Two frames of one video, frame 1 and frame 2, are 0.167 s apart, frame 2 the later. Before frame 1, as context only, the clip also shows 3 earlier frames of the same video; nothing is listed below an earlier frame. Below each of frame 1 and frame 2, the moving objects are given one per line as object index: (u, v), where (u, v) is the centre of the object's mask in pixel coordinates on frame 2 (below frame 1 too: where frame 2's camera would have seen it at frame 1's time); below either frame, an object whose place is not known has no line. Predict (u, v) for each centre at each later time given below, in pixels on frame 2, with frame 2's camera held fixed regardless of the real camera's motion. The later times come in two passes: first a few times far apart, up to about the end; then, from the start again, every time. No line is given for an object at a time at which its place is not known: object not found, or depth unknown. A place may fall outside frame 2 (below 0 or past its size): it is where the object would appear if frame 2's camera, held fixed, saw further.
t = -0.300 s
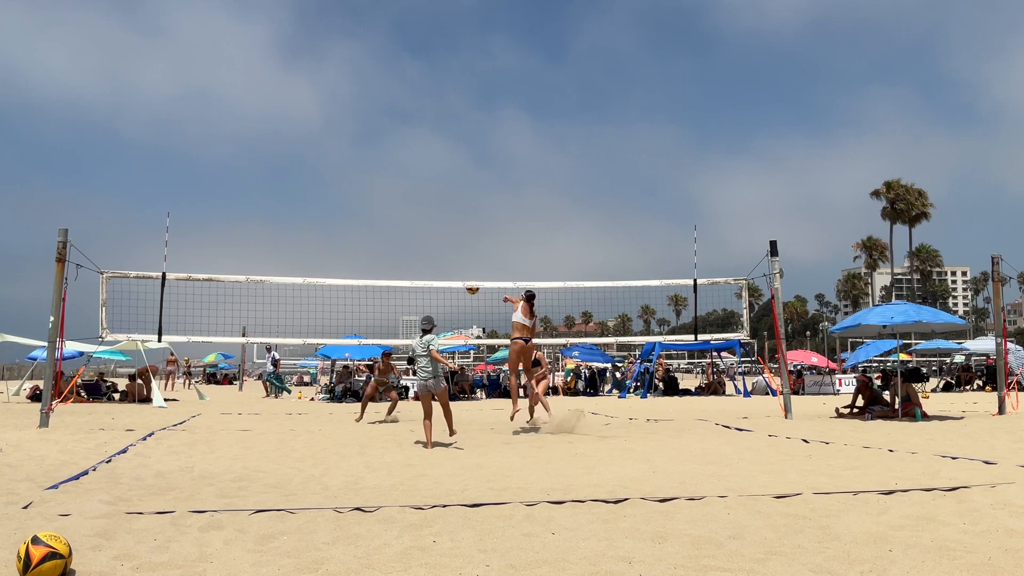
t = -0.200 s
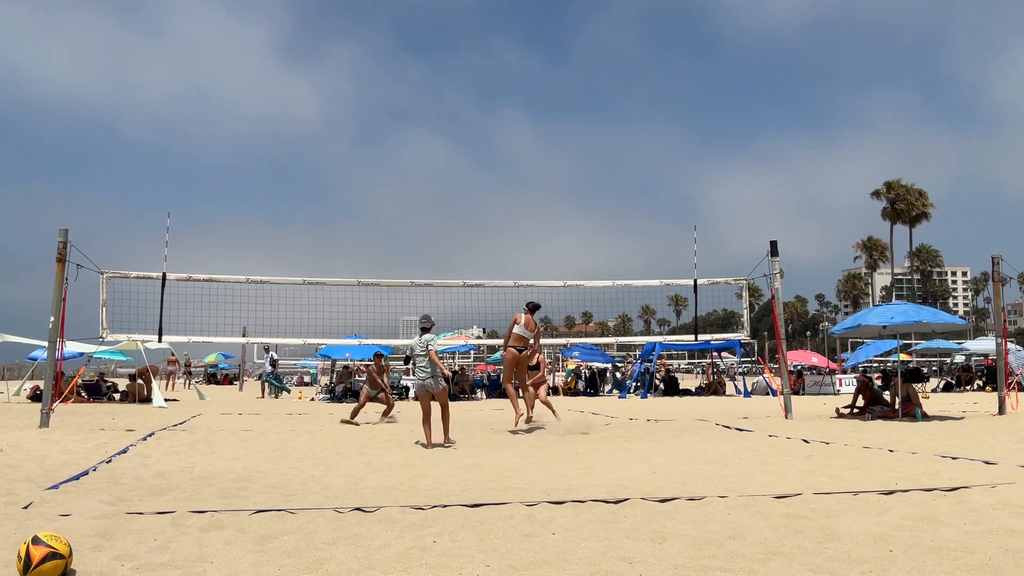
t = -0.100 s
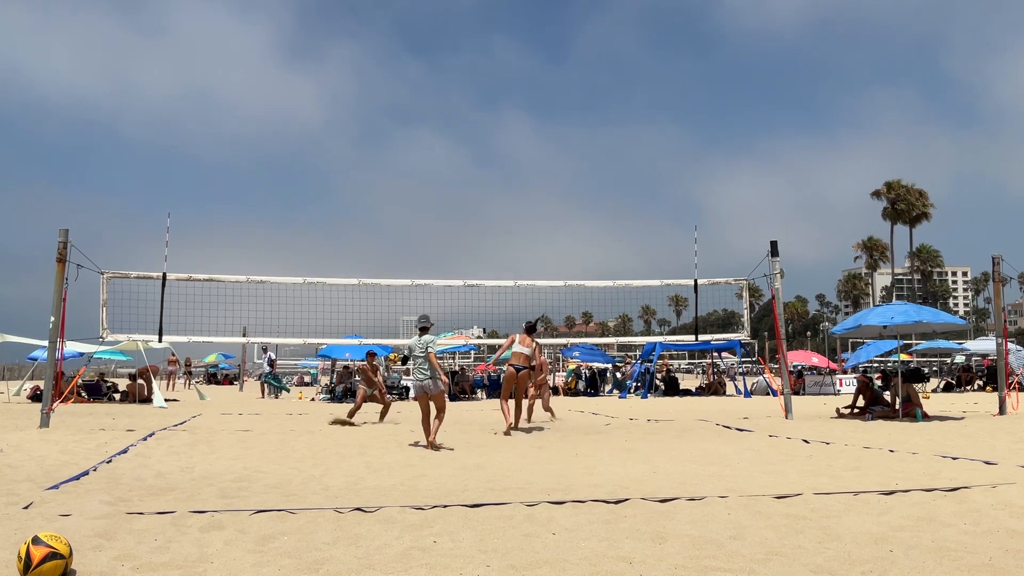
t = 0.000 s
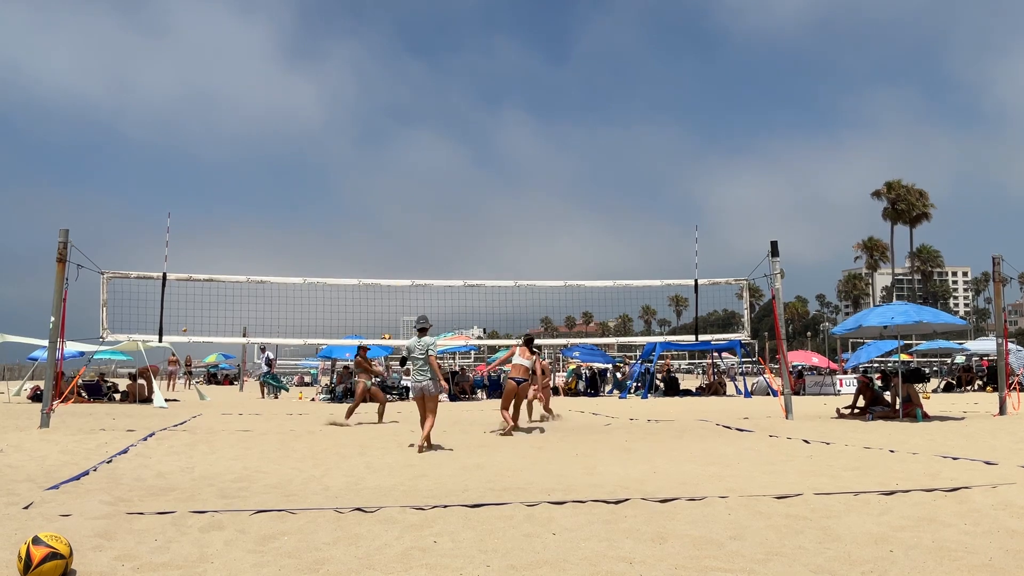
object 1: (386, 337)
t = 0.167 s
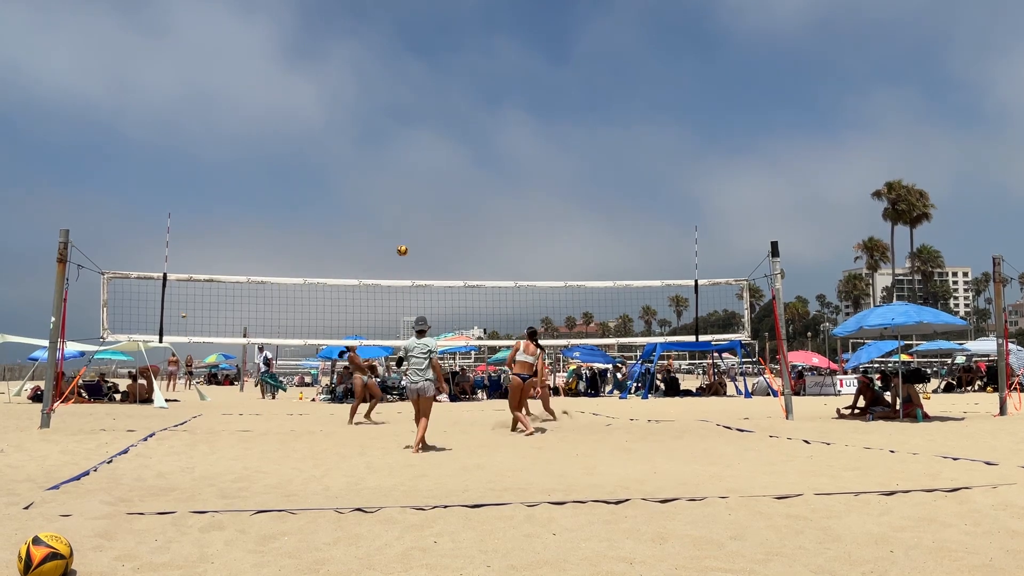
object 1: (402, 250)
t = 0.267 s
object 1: (411, 204)
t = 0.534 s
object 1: (433, 108)
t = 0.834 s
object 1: (458, 43)
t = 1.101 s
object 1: (481, 23)
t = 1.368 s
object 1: (506, 37)
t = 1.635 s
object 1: (531, 85)
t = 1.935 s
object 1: (562, 180)
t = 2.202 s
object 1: (593, 300)
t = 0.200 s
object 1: (405, 234)
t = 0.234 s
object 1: (408, 219)
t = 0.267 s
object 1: (411, 204)
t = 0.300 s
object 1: (414, 190)
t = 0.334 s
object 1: (416, 177)
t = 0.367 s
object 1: (420, 164)
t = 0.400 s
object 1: (422, 152)
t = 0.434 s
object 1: (425, 140)
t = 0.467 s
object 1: (428, 129)
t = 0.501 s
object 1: (430, 118)
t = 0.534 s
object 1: (433, 108)
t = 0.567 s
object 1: (436, 99)
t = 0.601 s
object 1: (439, 90)
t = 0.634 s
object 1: (441, 82)
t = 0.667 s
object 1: (444, 74)
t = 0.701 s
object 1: (447, 67)
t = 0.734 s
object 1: (450, 60)
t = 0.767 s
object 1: (453, 54)
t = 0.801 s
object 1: (456, 48)
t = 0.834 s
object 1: (458, 43)
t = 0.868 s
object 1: (461, 39)
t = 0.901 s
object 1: (464, 35)
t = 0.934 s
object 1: (467, 32)
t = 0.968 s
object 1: (470, 29)
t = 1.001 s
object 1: (472, 27)
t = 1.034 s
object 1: (476, 25)
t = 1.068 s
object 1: (478, 23)
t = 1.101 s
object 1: (481, 23)
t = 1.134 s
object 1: (484, 23)
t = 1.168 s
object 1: (487, 23)
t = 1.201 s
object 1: (490, 24)
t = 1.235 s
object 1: (493, 26)
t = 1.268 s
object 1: (496, 28)
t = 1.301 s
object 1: (499, 30)
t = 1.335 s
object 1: (502, 33)
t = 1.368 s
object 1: (506, 37)
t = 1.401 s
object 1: (508, 41)
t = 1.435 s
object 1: (512, 46)
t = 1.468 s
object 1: (514, 51)
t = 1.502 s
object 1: (518, 57)
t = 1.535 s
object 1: (521, 64)
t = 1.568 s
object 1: (524, 70)
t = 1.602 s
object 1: (528, 77)
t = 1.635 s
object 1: (531, 85)
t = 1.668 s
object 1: (534, 94)
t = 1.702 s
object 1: (538, 103)
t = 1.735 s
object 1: (541, 112)
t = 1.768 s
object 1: (544, 122)
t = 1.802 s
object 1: (548, 133)
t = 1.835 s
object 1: (552, 144)
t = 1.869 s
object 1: (555, 155)
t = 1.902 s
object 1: (558, 167)
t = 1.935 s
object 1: (562, 180)
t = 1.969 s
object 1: (566, 193)
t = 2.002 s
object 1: (570, 206)
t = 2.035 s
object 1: (573, 221)
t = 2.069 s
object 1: (577, 235)
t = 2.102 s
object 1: (581, 251)
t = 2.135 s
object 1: (585, 267)
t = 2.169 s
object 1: (589, 280)
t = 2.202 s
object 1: (593, 300)
